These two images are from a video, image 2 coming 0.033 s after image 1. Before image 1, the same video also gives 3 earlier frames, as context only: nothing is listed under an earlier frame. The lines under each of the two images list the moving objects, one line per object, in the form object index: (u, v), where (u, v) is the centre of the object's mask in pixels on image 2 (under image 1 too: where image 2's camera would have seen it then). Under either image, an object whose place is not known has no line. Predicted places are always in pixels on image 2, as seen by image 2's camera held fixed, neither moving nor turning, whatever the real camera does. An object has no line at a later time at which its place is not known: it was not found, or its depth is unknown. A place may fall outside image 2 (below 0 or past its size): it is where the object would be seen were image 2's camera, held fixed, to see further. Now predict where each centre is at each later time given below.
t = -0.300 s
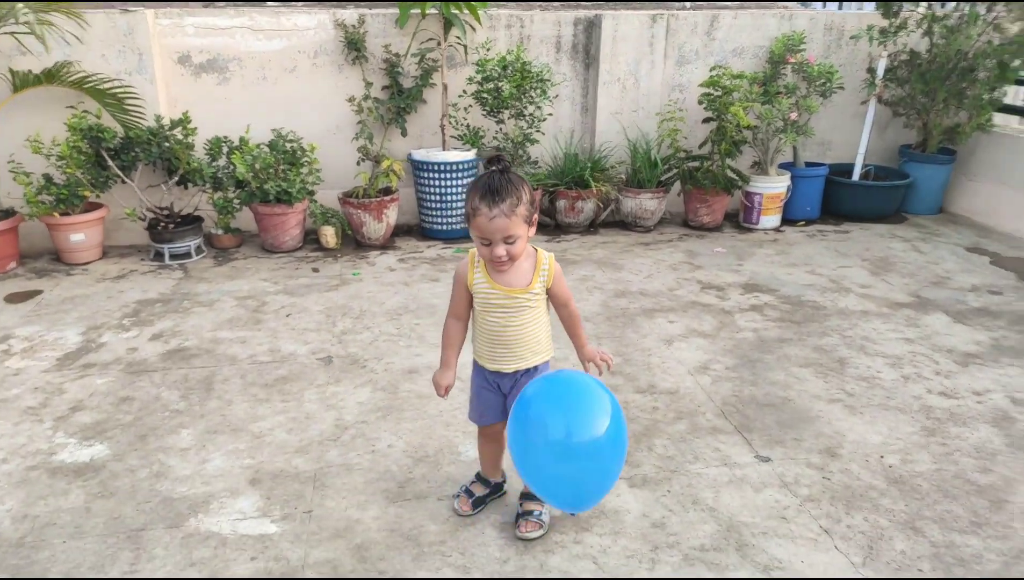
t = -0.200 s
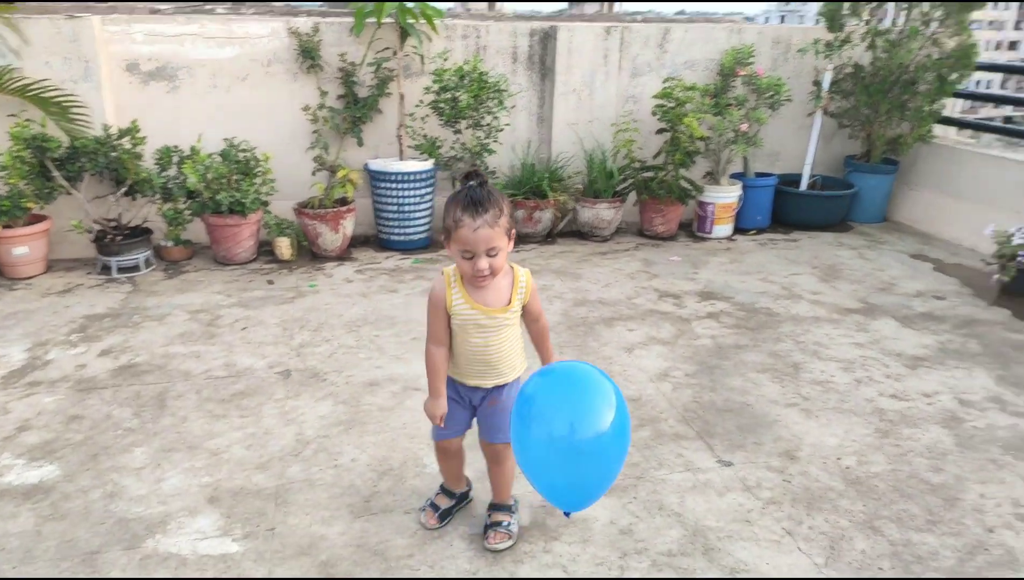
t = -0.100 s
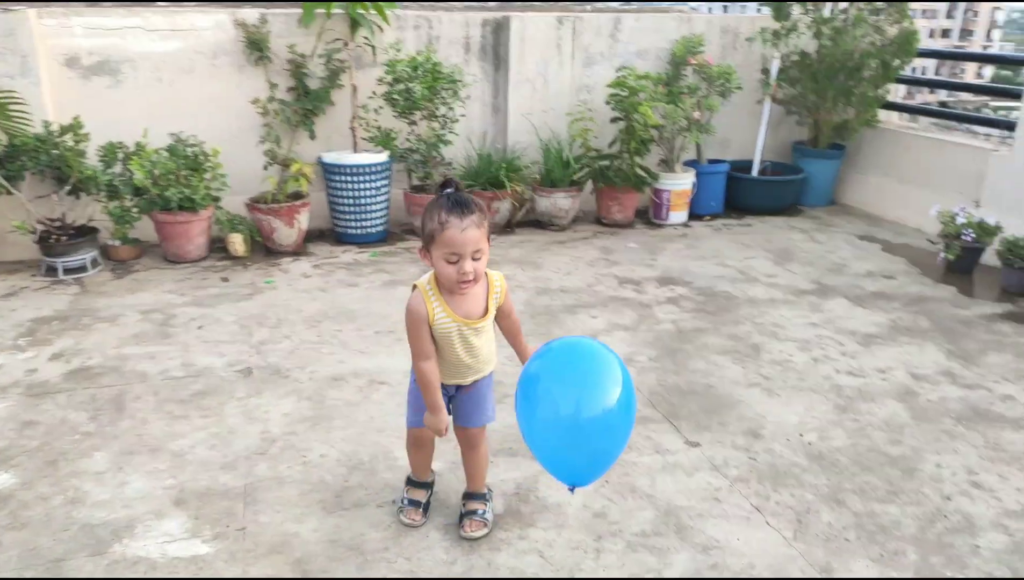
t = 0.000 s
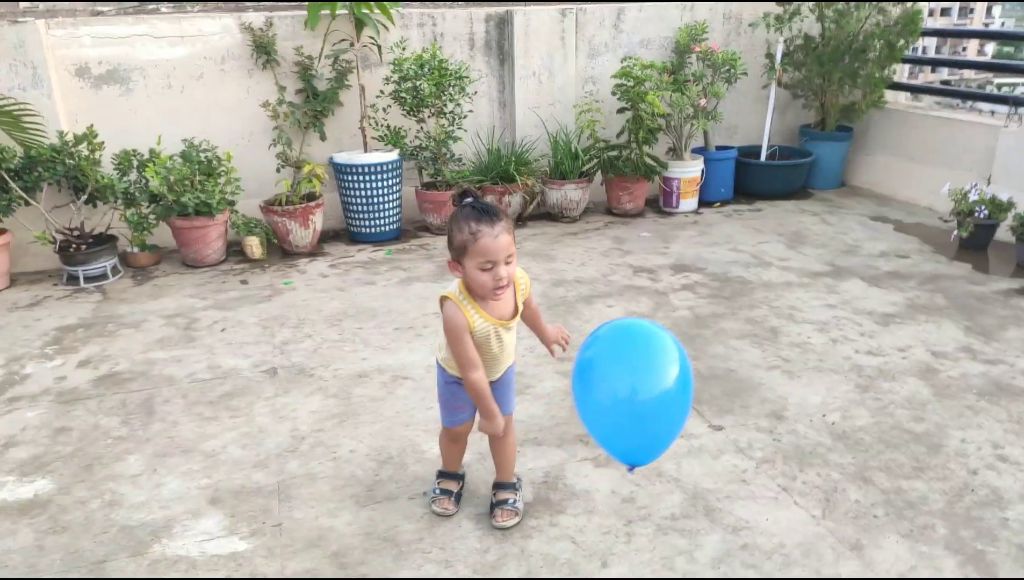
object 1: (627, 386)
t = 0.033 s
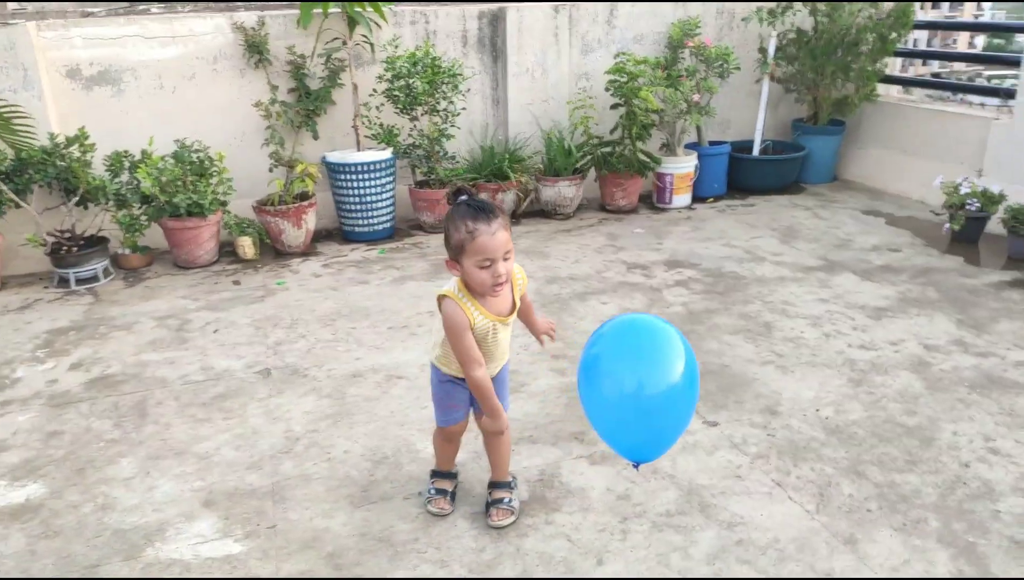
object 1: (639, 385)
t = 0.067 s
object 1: (649, 385)
